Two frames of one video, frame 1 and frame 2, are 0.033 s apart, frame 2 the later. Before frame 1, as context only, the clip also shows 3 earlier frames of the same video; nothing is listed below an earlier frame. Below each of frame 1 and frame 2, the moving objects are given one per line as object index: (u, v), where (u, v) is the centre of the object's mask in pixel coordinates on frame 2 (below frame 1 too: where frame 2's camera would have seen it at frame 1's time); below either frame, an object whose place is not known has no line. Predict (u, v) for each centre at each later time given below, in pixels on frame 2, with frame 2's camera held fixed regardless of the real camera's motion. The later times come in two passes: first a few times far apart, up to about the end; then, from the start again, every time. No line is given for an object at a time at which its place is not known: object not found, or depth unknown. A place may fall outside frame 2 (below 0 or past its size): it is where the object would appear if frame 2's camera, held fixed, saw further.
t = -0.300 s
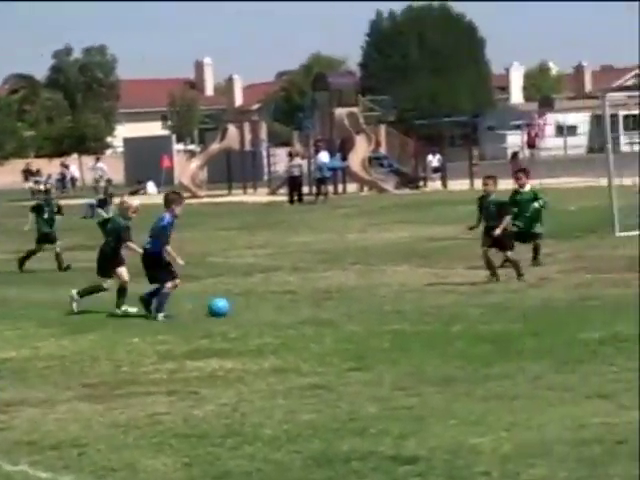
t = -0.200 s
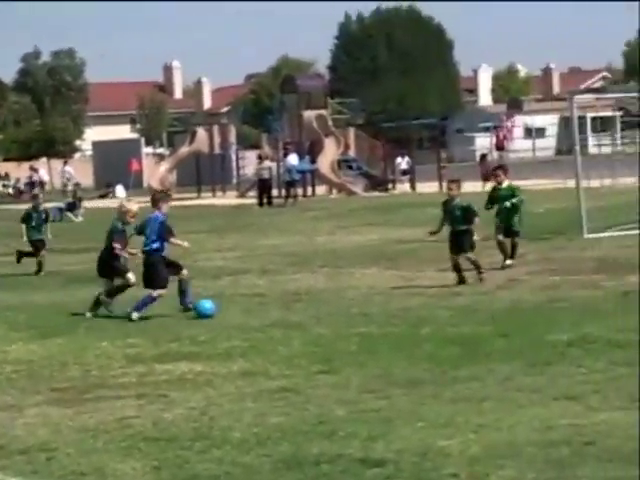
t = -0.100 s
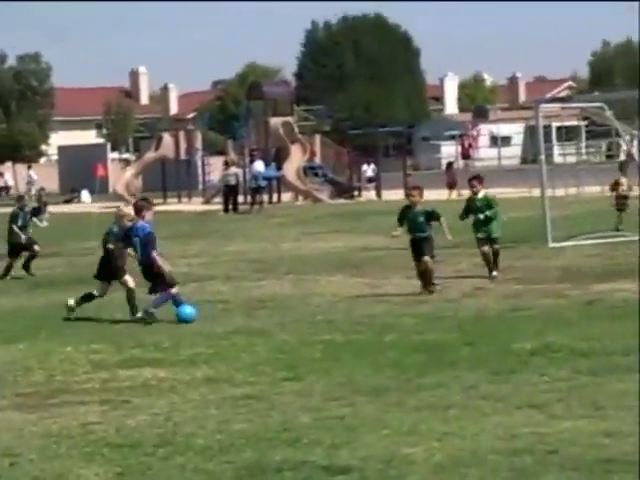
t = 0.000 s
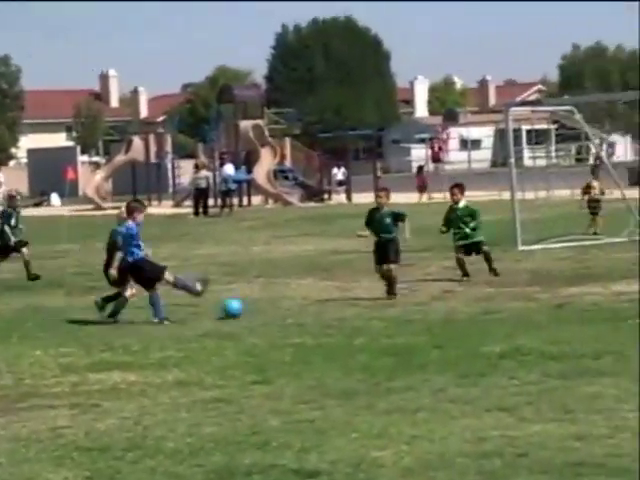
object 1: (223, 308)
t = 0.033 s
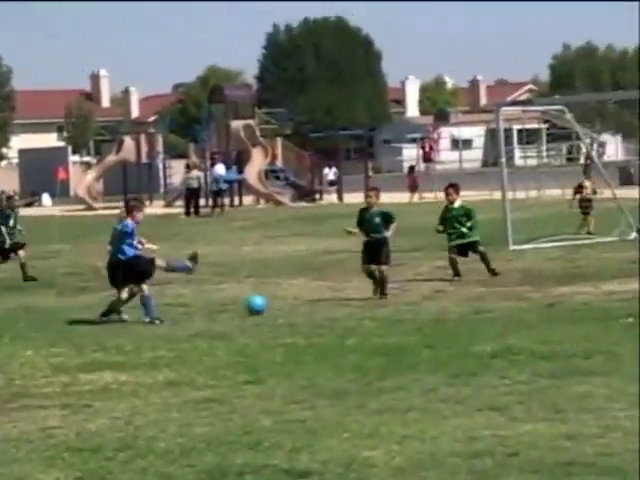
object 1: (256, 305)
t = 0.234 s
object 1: (419, 288)
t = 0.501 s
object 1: (575, 266)
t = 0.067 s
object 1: (287, 302)
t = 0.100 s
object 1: (316, 300)
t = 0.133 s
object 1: (344, 297)
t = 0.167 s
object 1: (370, 294)
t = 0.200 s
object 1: (396, 292)
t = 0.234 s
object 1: (419, 288)
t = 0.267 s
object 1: (441, 285)
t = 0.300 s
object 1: (465, 282)
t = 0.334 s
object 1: (486, 281)
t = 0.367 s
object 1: (506, 279)
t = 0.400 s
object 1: (525, 277)
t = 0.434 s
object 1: (544, 274)
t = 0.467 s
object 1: (560, 270)
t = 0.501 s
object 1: (575, 266)
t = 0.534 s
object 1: (590, 263)
